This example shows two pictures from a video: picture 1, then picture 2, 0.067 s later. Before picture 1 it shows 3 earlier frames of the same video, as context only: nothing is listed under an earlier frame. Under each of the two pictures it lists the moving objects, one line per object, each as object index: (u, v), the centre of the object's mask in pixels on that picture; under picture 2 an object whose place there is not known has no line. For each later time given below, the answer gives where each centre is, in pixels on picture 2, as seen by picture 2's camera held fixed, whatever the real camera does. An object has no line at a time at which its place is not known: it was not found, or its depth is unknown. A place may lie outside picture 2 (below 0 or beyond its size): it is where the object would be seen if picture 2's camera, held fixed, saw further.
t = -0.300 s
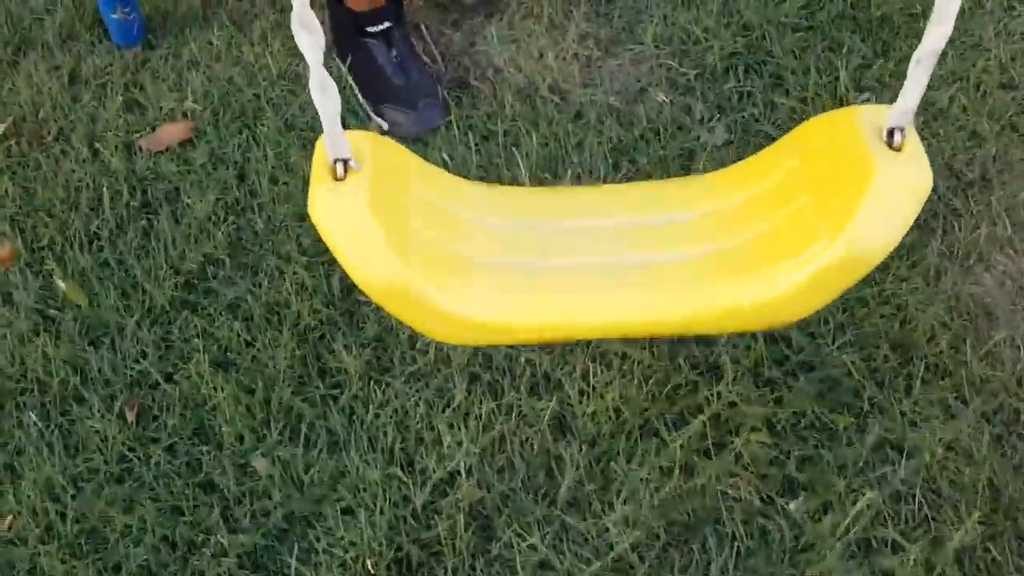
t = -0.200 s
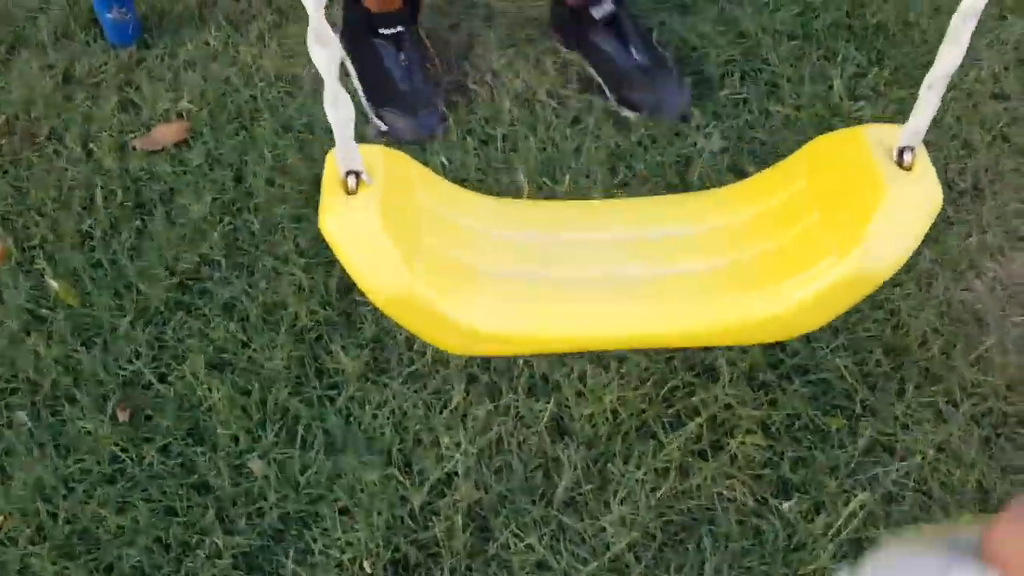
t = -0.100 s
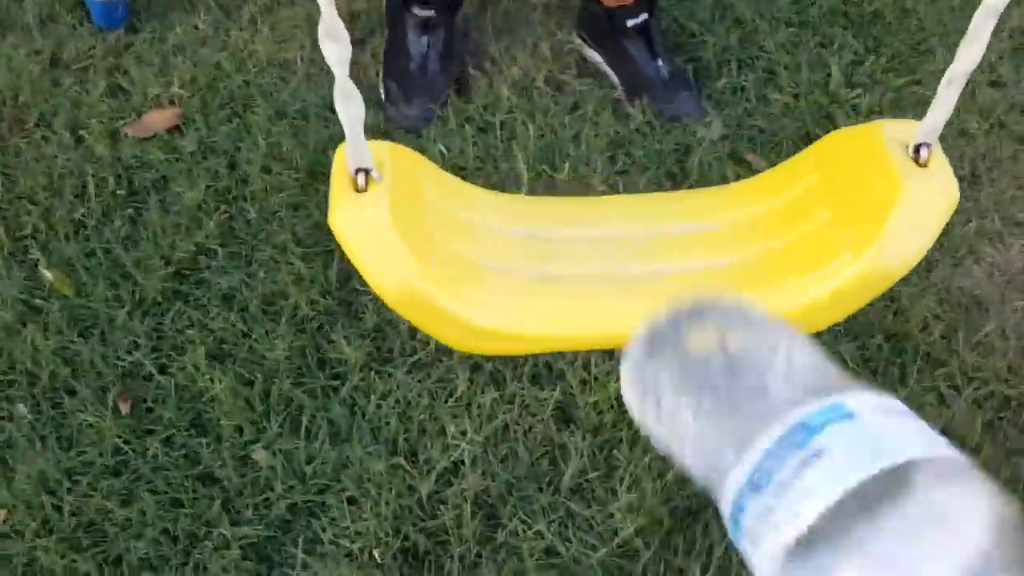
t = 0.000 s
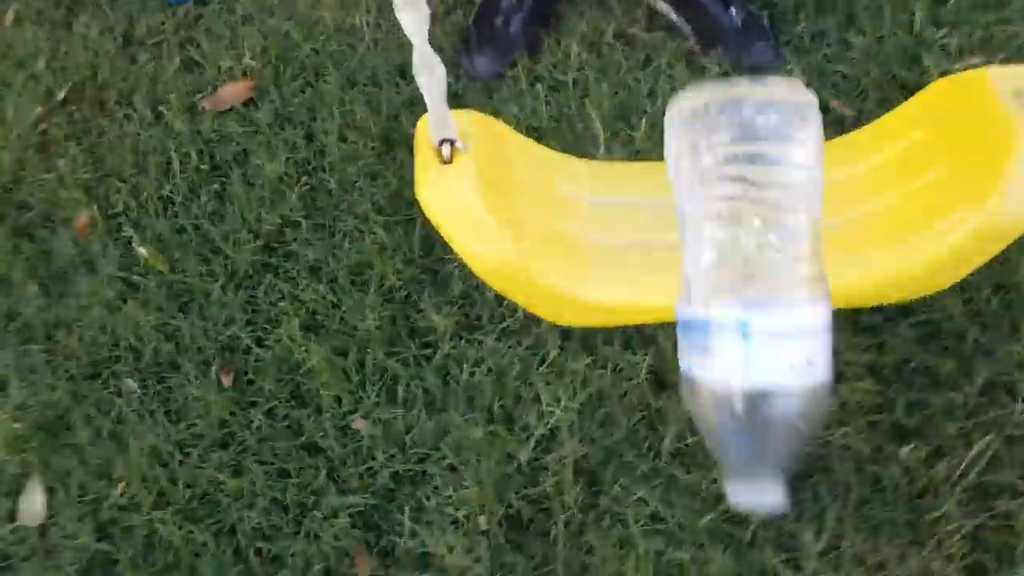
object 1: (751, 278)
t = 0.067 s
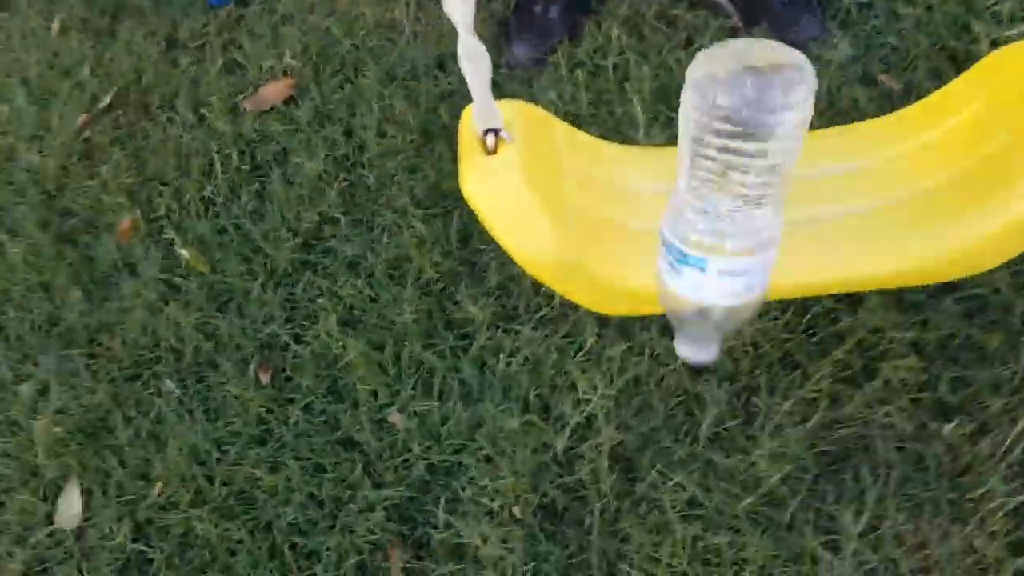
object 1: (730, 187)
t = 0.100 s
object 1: (710, 201)
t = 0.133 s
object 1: (705, 208)
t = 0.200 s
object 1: (724, 165)
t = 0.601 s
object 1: (806, 128)
